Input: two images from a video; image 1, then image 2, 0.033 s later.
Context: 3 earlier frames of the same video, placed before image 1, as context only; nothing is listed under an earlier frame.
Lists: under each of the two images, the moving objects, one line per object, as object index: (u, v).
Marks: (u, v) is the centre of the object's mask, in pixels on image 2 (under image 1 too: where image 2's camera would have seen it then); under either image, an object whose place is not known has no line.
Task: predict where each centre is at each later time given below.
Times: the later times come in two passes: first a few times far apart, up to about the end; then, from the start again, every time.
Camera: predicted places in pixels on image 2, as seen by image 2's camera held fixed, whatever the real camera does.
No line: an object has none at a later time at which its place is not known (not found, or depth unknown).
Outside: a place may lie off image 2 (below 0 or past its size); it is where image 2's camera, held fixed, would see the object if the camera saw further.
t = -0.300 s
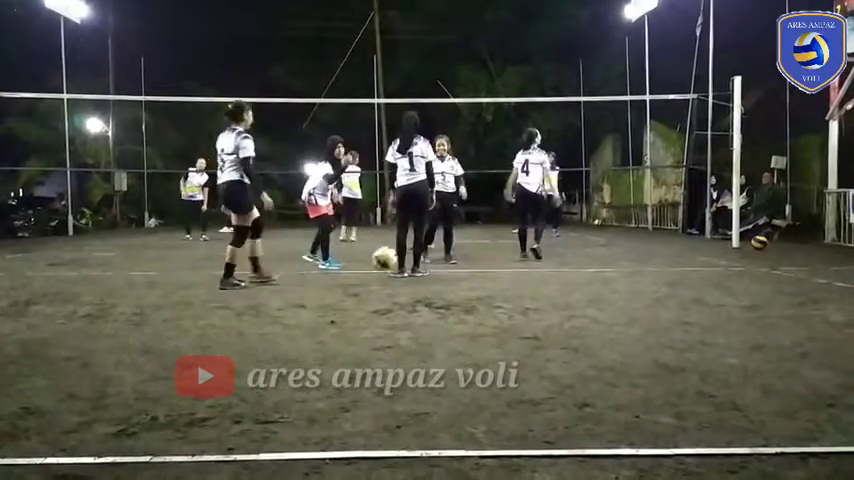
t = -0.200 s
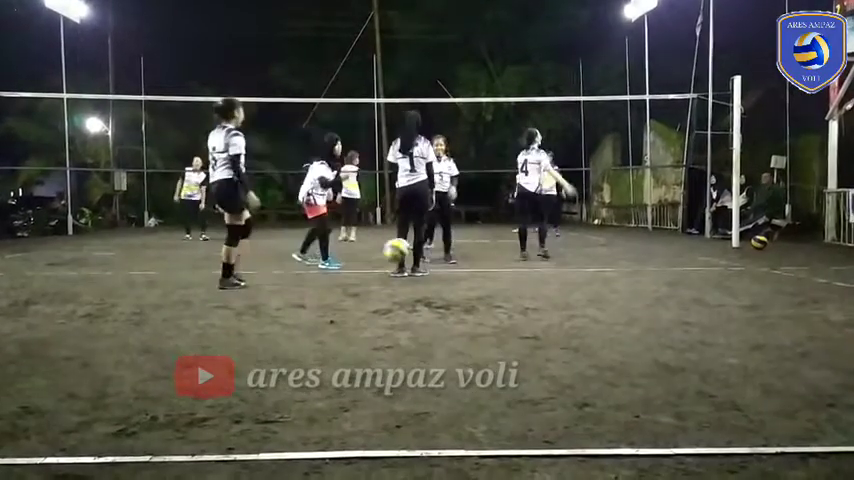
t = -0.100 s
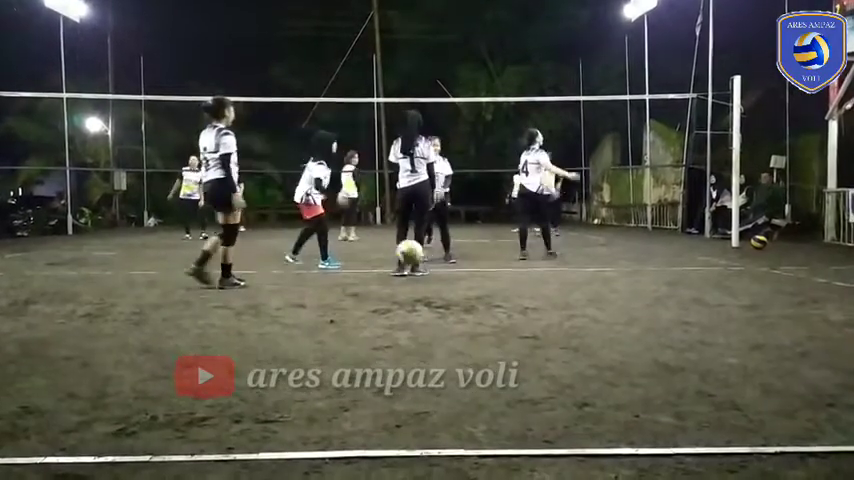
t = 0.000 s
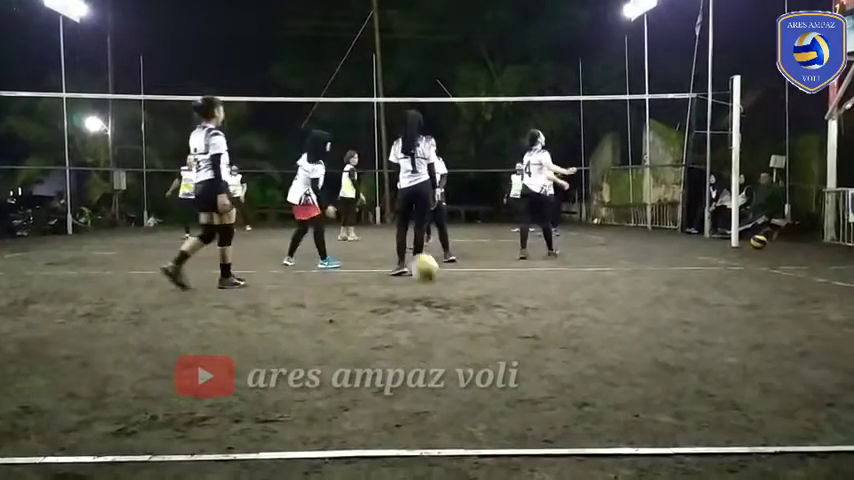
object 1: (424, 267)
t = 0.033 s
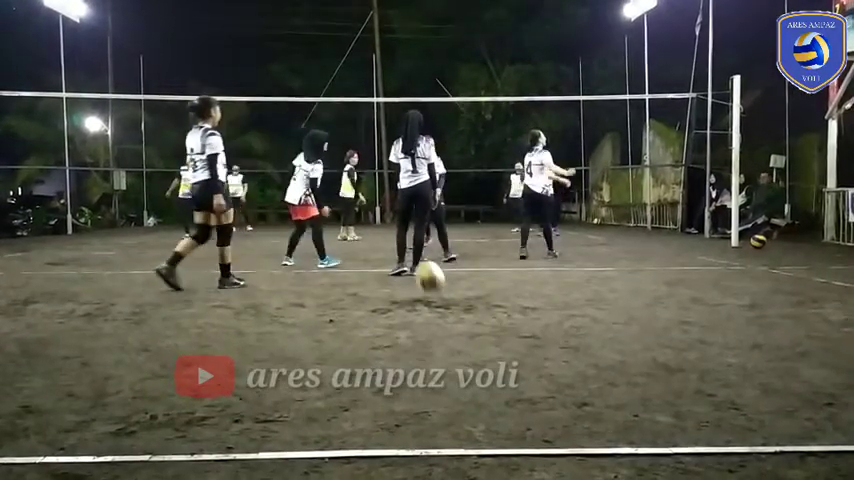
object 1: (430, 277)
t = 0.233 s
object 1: (464, 286)
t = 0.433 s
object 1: (506, 295)
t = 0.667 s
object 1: (568, 316)
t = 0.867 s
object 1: (639, 339)
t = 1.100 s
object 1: (752, 373)
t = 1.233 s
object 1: (838, 388)
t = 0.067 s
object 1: (435, 287)
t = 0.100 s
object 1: (440, 287)
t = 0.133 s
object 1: (446, 285)
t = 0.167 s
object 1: (452, 283)
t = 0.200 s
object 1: (458, 284)
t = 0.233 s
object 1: (464, 286)
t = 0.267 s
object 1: (470, 290)
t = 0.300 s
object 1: (477, 295)
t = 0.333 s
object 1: (484, 301)
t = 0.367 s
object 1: (490, 298)
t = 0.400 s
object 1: (499, 295)
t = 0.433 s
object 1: (506, 295)
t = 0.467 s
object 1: (513, 297)
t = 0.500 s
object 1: (521, 300)
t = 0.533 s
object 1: (529, 304)
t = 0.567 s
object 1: (539, 313)
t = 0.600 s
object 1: (549, 312)
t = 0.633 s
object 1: (558, 313)
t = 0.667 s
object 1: (568, 316)
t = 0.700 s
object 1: (577, 320)
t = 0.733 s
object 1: (589, 326)
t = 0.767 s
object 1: (602, 326)
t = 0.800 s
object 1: (615, 330)
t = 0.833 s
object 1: (627, 336)
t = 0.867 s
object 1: (639, 339)
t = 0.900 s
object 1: (652, 339)
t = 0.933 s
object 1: (667, 346)
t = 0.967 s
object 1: (684, 353)
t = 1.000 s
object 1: (699, 357)
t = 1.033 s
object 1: (720, 361)
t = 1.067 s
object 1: (735, 367)
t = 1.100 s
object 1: (752, 373)
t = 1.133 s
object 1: (774, 374)
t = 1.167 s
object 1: (797, 385)
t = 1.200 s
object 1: (821, 389)
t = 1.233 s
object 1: (838, 388)
